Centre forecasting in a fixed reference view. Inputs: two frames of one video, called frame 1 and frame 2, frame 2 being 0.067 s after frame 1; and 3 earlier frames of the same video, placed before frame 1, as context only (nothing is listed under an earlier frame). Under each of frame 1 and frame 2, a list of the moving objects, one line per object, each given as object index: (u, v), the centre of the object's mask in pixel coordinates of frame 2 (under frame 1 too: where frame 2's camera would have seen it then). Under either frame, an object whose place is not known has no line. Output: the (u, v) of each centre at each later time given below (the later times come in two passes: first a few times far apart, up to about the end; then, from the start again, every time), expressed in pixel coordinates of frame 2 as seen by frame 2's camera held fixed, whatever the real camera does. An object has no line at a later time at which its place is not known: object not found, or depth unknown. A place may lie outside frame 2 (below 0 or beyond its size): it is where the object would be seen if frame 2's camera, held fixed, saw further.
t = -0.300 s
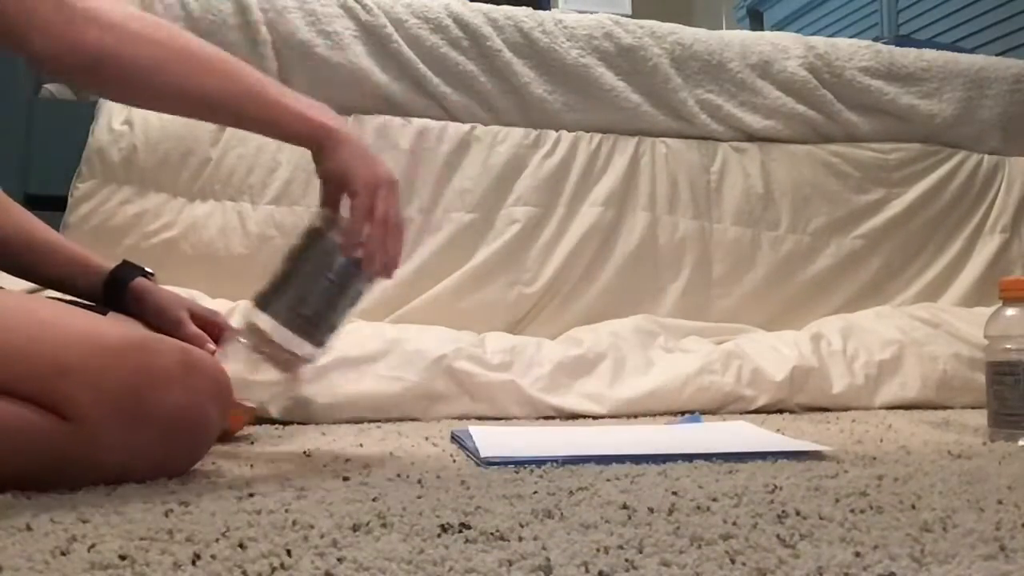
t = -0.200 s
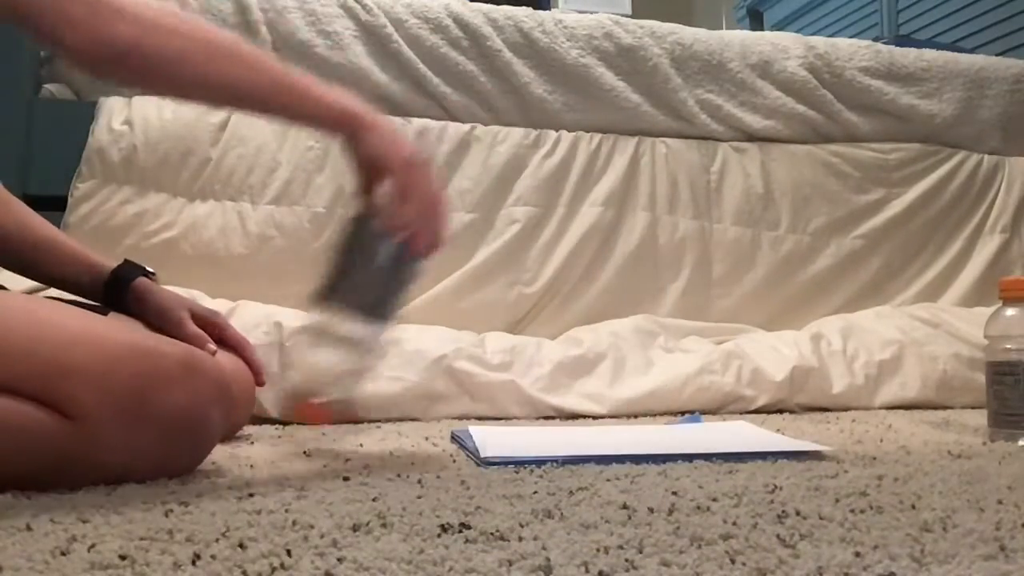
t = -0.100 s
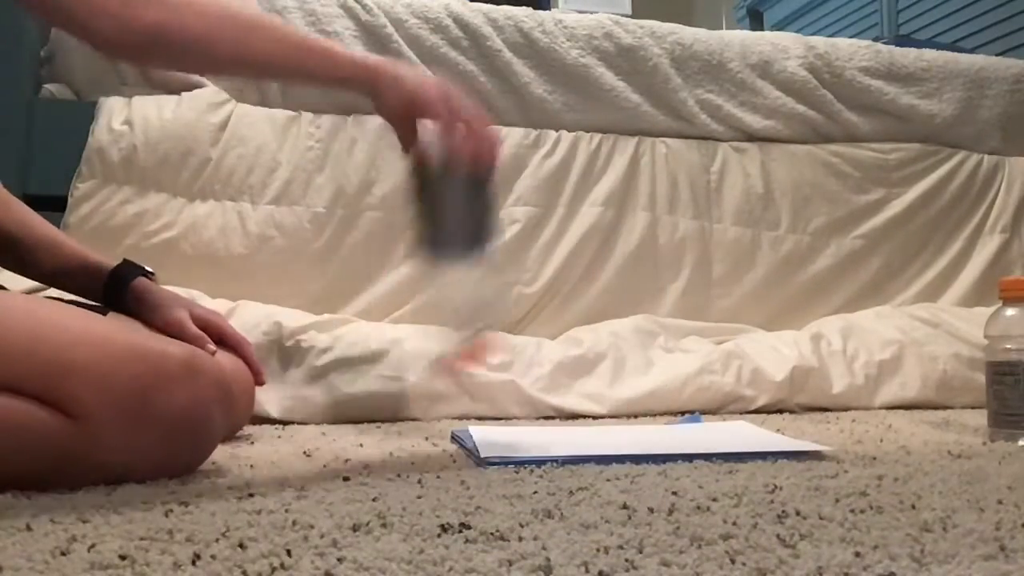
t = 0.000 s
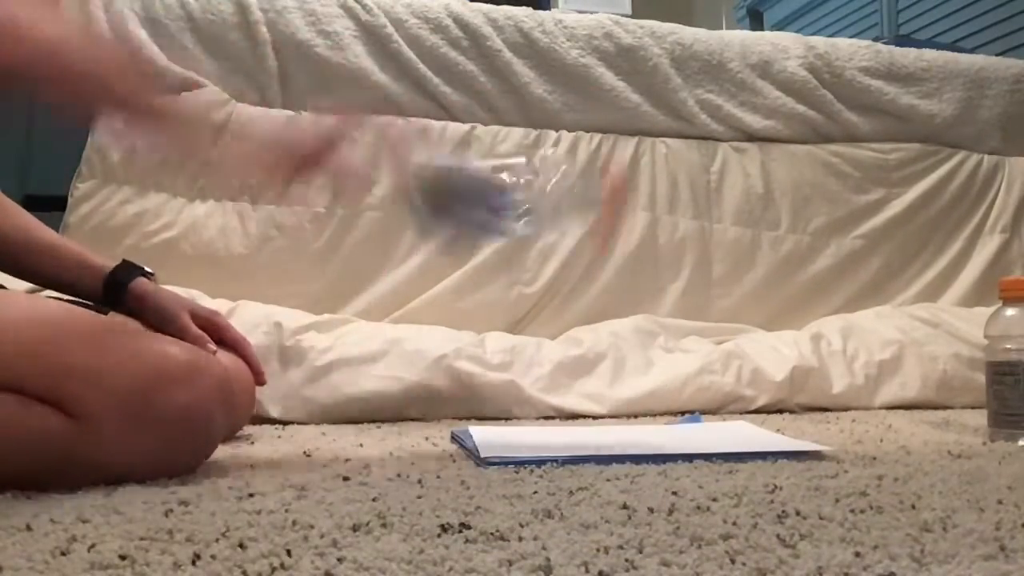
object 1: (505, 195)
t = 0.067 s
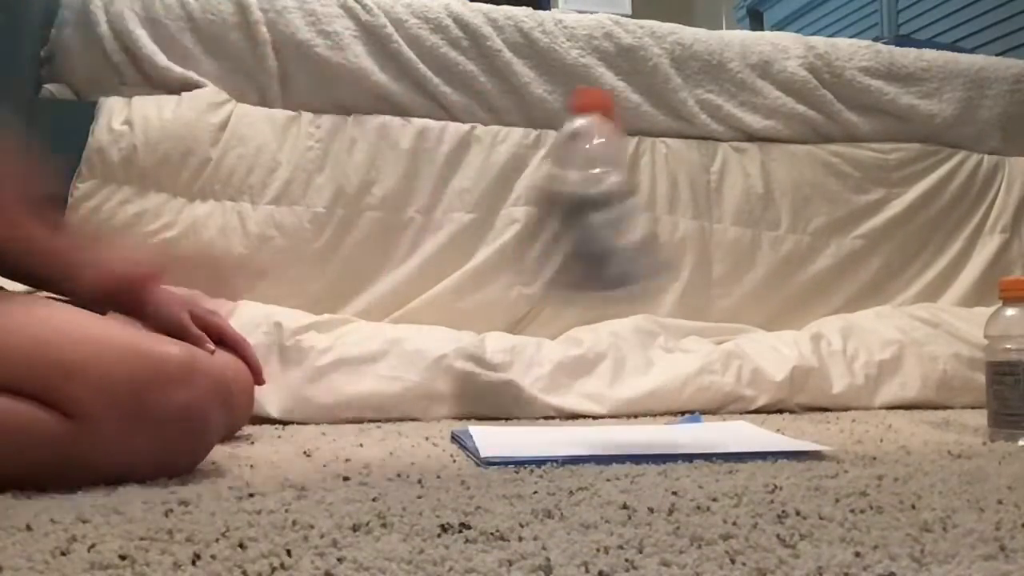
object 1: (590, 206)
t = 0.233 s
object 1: (693, 248)
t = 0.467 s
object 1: (702, 318)
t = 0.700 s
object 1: (720, 317)
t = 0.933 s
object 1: (735, 319)
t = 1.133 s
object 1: (728, 319)
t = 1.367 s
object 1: (728, 318)
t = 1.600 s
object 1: (731, 318)
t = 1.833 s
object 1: (730, 318)
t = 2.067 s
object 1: (728, 319)
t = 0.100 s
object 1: (637, 187)
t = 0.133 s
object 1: (655, 181)
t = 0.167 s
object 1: (680, 182)
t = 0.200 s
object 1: (685, 209)
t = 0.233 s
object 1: (693, 248)
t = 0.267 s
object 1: (695, 315)
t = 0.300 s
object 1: (696, 322)
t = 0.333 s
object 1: (698, 321)
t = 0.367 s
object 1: (699, 319)
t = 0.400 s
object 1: (701, 319)
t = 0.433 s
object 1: (702, 317)
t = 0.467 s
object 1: (702, 318)
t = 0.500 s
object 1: (701, 317)
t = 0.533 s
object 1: (702, 318)
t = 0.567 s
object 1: (705, 319)
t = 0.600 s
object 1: (708, 319)
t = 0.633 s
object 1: (712, 319)
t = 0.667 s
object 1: (715, 317)
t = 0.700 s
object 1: (720, 317)
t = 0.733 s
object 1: (726, 318)
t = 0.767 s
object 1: (732, 319)
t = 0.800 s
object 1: (736, 318)
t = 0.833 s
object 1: (738, 318)
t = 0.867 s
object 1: (738, 318)
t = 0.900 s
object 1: (737, 318)
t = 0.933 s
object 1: (735, 319)
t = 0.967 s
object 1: (733, 318)
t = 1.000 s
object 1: (729, 318)
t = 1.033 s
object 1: (726, 318)
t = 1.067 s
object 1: (725, 317)
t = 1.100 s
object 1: (726, 317)
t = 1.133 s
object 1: (728, 319)
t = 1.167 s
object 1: (729, 317)
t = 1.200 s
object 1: (731, 316)
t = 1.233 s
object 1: (732, 316)
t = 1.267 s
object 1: (732, 317)
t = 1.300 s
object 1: (730, 318)
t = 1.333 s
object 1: (729, 319)
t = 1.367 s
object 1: (728, 318)
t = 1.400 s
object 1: (727, 320)
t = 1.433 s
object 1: (727, 318)
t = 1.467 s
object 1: (728, 319)
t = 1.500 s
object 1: (730, 318)
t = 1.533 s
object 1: (731, 319)
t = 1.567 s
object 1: (731, 317)
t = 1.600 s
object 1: (731, 318)
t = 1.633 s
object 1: (730, 319)
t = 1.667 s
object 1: (729, 319)
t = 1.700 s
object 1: (727, 317)
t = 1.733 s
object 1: (727, 319)
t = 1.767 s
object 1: (728, 319)
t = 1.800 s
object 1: (729, 317)
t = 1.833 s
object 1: (730, 318)
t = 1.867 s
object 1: (729, 318)
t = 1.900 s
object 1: (729, 319)
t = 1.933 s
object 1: (729, 319)
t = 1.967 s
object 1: (729, 318)
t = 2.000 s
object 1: (728, 319)
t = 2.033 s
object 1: (728, 319)
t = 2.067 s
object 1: (728, 319)
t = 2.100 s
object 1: (729, 318)
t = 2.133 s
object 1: (729, 318)
